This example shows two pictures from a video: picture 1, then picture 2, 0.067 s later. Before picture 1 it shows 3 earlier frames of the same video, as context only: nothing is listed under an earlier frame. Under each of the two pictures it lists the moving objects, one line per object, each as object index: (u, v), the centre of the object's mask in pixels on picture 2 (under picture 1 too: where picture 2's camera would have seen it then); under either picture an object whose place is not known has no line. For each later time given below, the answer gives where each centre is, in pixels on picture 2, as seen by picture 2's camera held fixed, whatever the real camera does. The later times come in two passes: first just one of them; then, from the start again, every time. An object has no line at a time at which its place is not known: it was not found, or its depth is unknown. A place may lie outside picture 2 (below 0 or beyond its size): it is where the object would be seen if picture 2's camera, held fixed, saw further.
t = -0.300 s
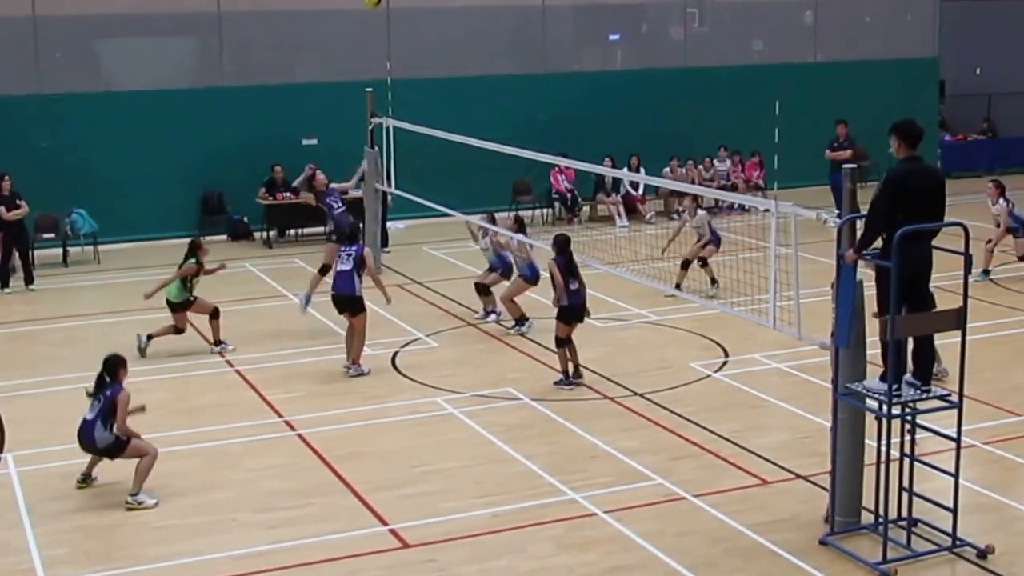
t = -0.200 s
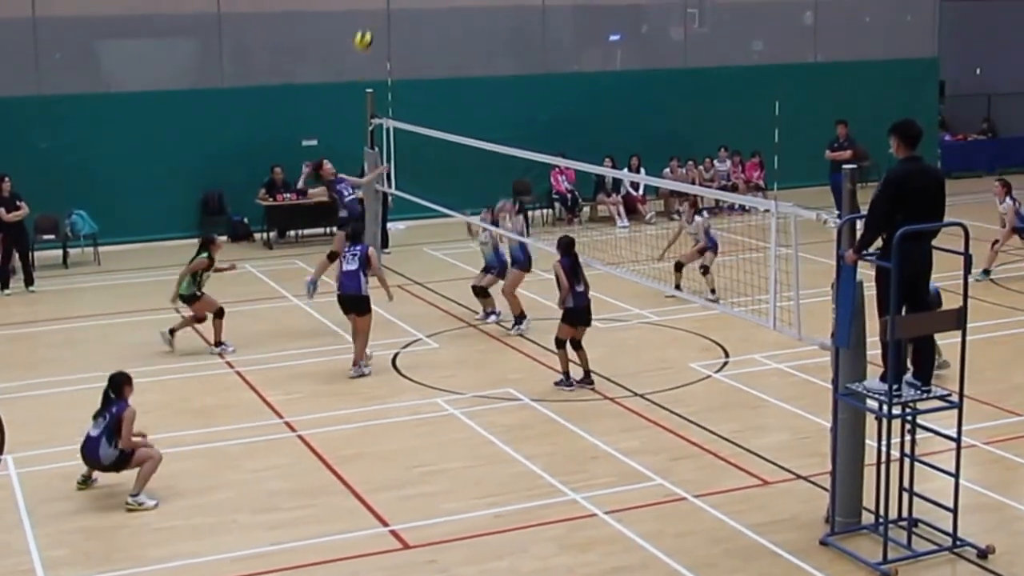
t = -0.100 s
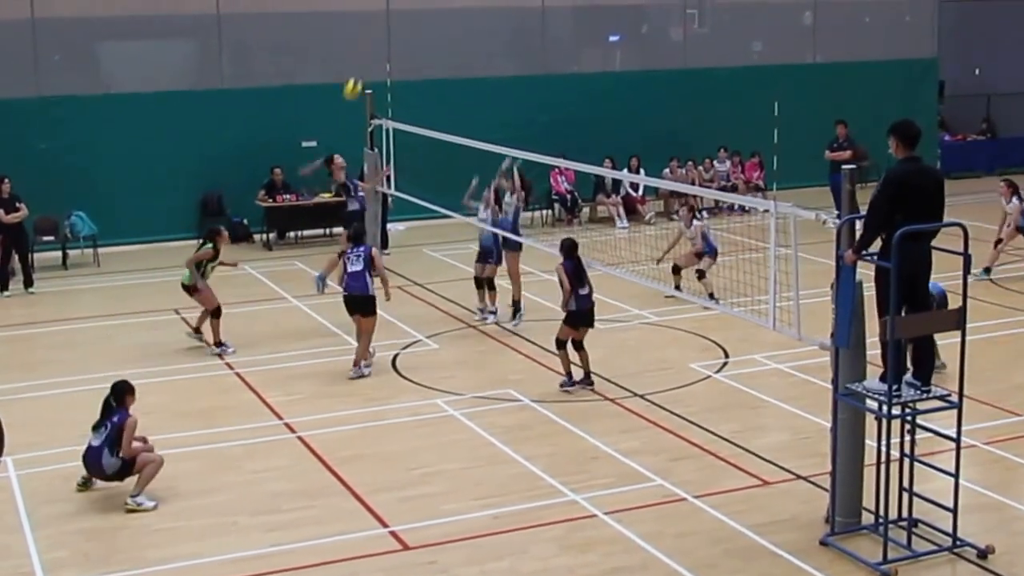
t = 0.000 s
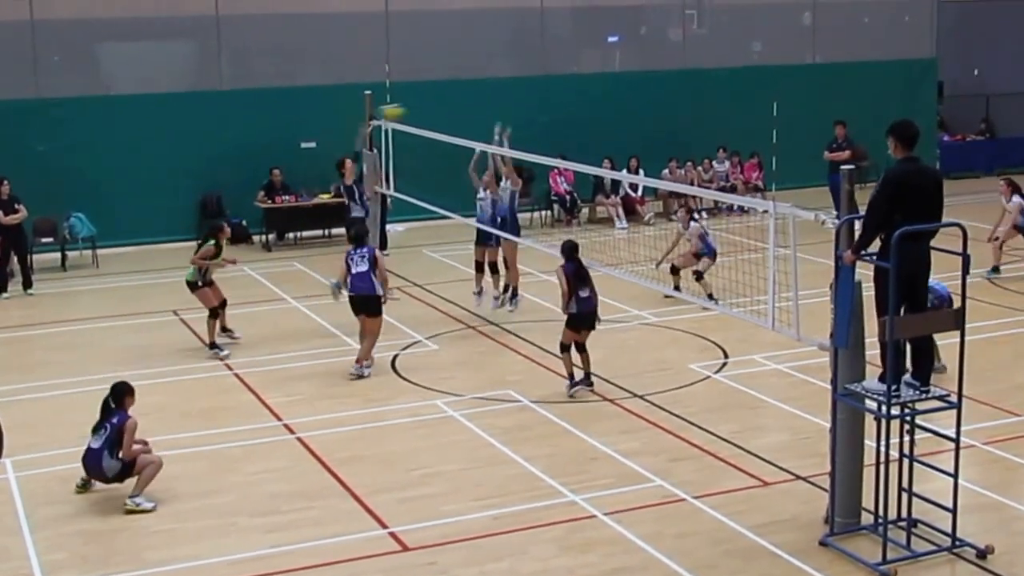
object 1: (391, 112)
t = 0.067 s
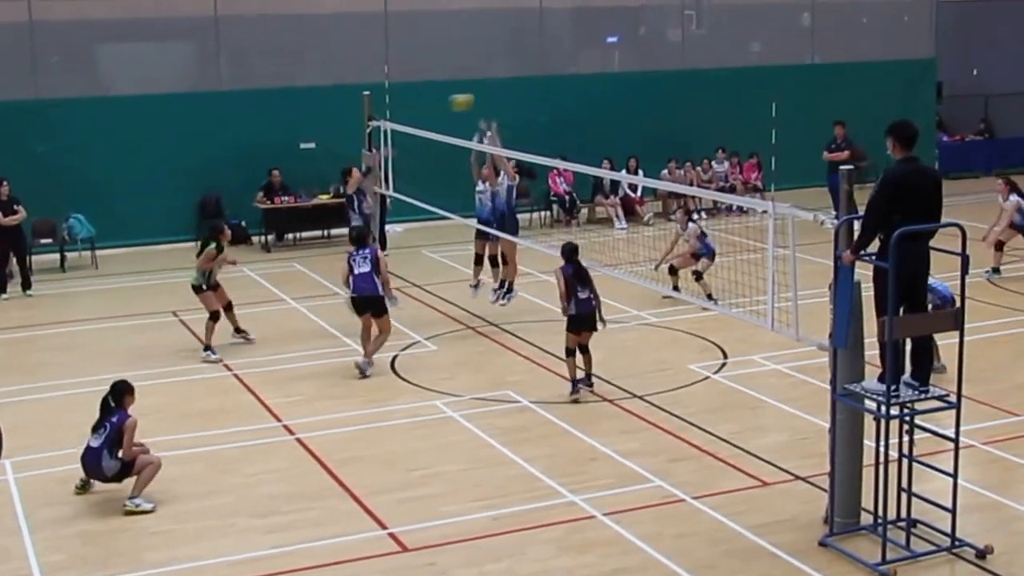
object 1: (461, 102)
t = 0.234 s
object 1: (621, 93)
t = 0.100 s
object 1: (495, 97)
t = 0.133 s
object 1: (528, 94)
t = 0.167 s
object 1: (561, 93)
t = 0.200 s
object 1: (591, 92)
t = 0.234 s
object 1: (621, 93)
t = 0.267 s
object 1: (650, 94)
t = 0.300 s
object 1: (679, 97)
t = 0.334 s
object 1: (705, 100)
